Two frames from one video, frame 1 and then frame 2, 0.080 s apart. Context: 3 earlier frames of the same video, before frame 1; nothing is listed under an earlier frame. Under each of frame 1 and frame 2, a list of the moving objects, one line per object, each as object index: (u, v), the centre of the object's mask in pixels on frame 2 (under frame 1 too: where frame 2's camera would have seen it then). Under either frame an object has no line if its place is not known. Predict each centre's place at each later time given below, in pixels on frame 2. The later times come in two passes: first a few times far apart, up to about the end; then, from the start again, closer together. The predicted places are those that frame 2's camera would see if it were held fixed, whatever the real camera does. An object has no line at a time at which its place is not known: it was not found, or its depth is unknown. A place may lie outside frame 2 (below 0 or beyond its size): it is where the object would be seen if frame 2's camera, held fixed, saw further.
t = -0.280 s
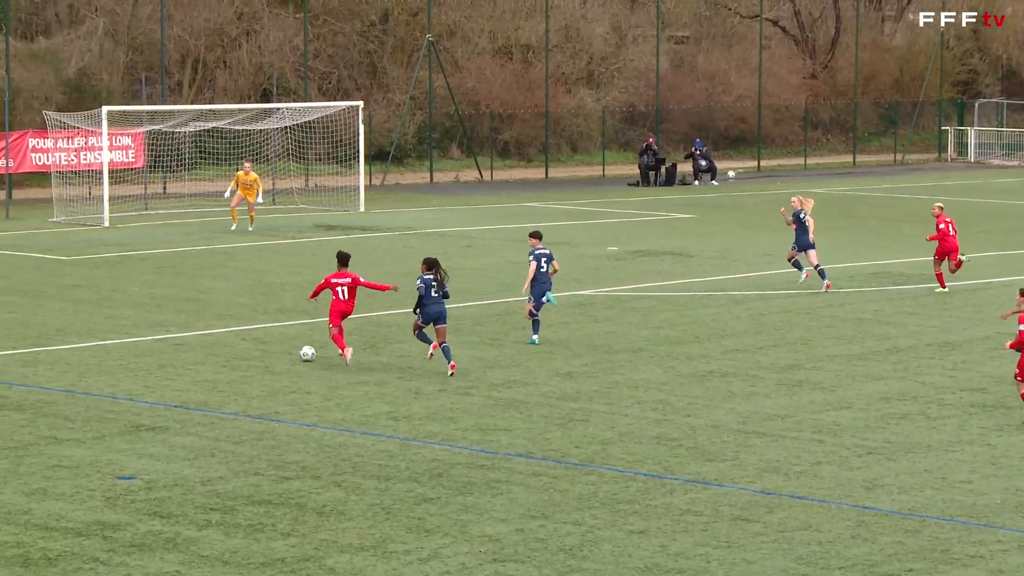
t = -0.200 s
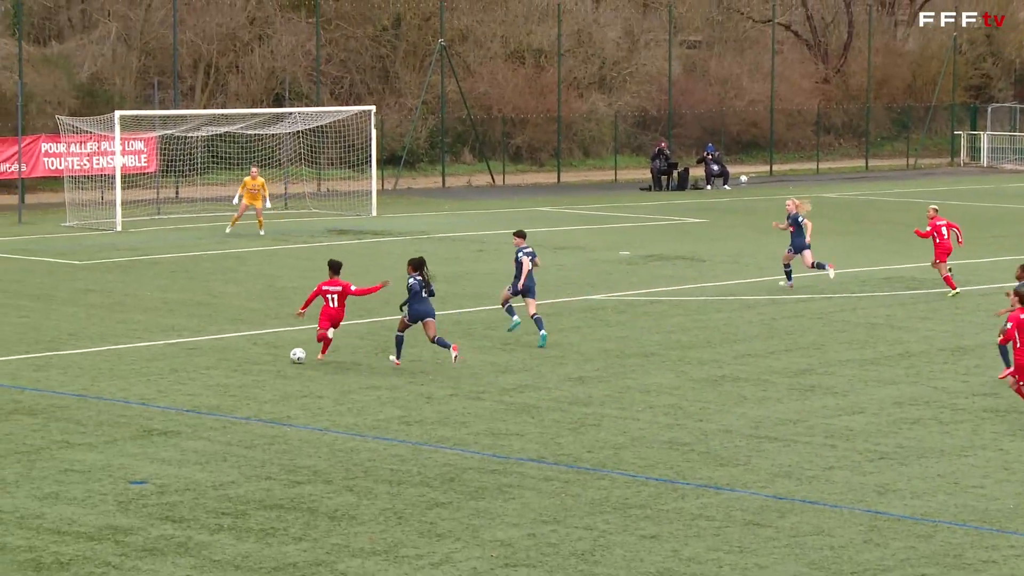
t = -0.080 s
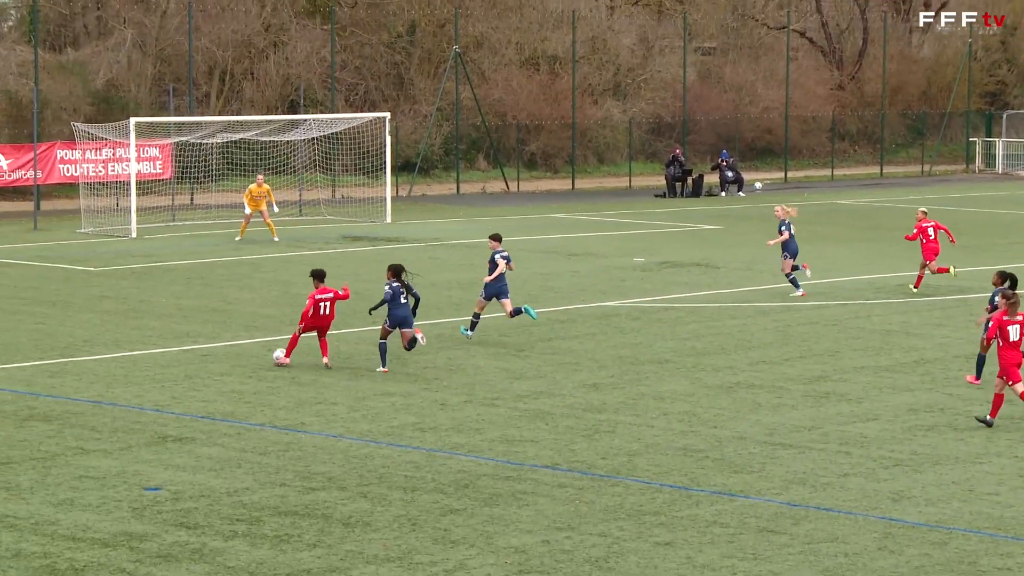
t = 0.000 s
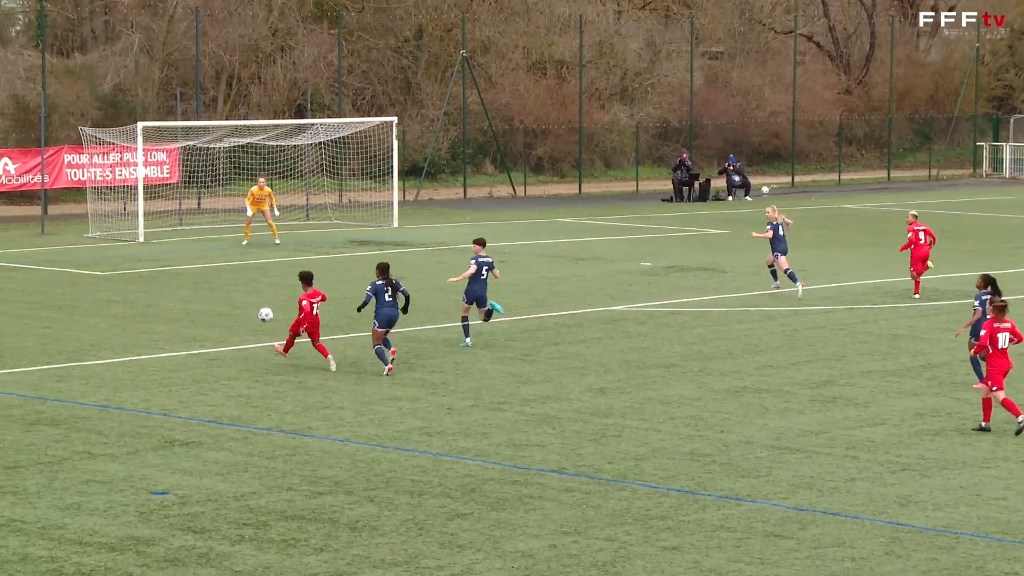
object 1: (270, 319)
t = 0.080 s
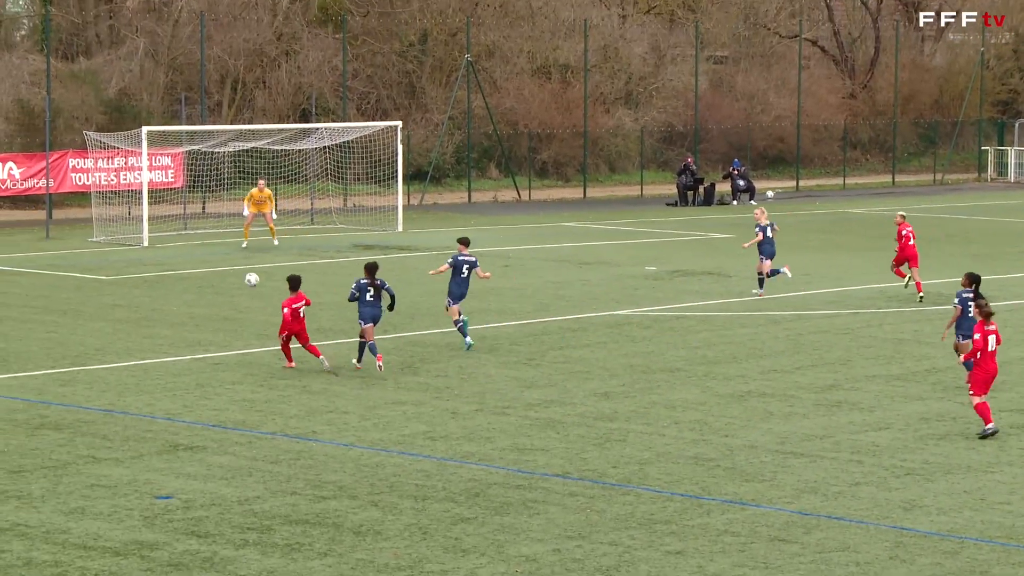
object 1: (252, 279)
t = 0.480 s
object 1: (190, 150)
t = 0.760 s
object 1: (166, 108)
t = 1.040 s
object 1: (154, 97)
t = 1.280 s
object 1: (152, 107)
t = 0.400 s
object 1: (199, 168)
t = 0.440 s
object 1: (194, 159)
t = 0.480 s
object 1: (190, 150)
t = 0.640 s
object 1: (175, 122)
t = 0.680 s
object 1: (172, 117)
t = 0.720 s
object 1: (169, 112)
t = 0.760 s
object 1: (166, 108)
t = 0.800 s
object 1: (164, 105)
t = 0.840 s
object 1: (162, 102)
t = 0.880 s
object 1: (160, 100)
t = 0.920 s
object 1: (158, 98)
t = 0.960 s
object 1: (157, 97)
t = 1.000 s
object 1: (155, 97)
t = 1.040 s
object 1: (154, 97)
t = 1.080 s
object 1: (154, 97)
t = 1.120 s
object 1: (153, 98)
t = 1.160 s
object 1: (152, 99)
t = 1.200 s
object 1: (152, 101)
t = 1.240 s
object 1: (152, 104)
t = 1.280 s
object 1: (152, 107)
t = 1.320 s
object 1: (152, 110)
